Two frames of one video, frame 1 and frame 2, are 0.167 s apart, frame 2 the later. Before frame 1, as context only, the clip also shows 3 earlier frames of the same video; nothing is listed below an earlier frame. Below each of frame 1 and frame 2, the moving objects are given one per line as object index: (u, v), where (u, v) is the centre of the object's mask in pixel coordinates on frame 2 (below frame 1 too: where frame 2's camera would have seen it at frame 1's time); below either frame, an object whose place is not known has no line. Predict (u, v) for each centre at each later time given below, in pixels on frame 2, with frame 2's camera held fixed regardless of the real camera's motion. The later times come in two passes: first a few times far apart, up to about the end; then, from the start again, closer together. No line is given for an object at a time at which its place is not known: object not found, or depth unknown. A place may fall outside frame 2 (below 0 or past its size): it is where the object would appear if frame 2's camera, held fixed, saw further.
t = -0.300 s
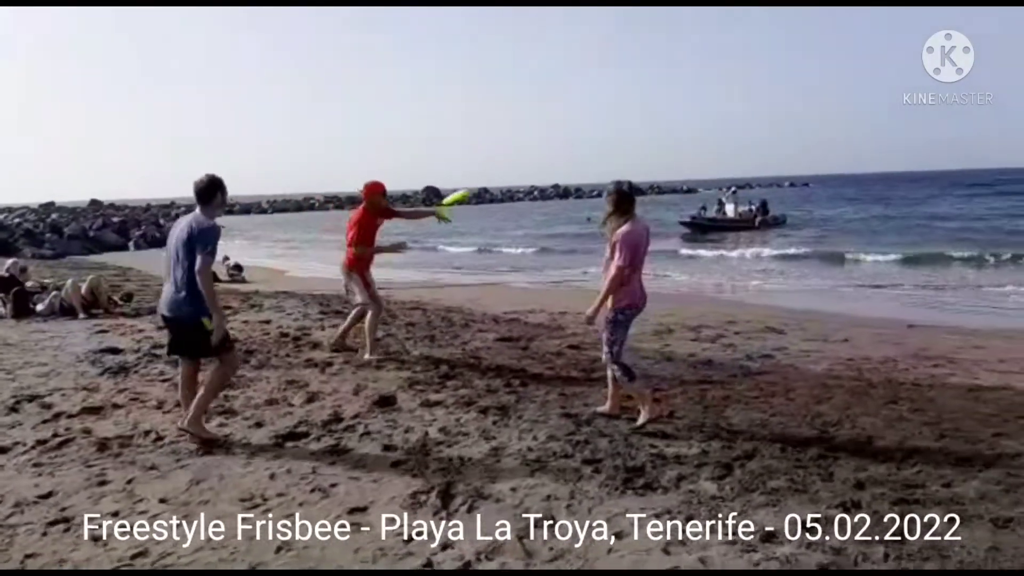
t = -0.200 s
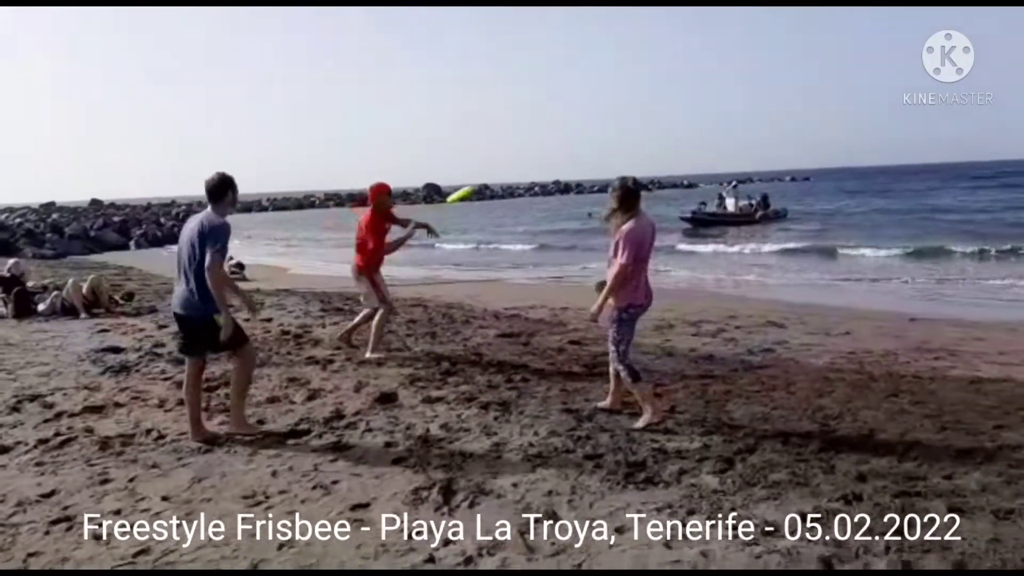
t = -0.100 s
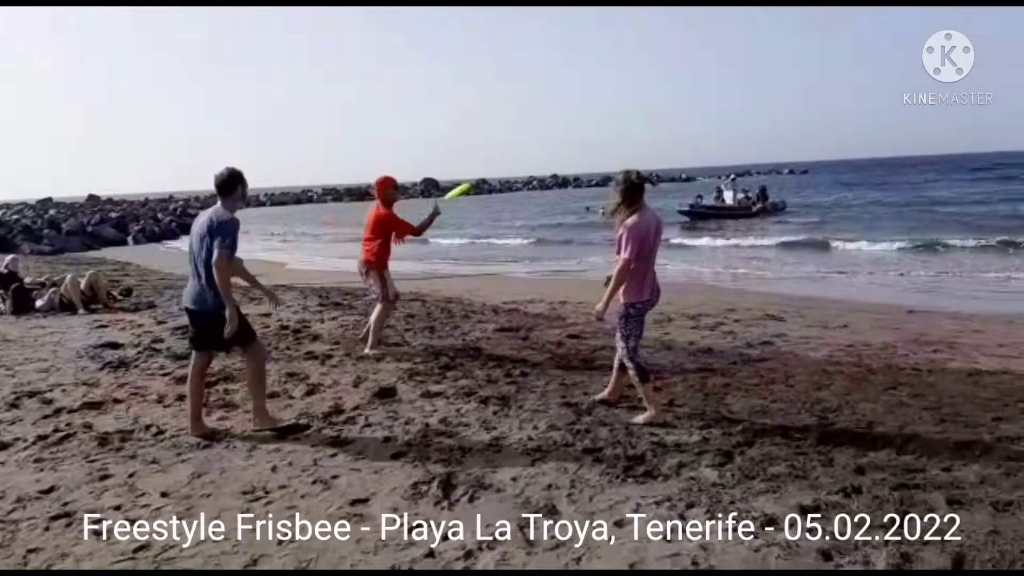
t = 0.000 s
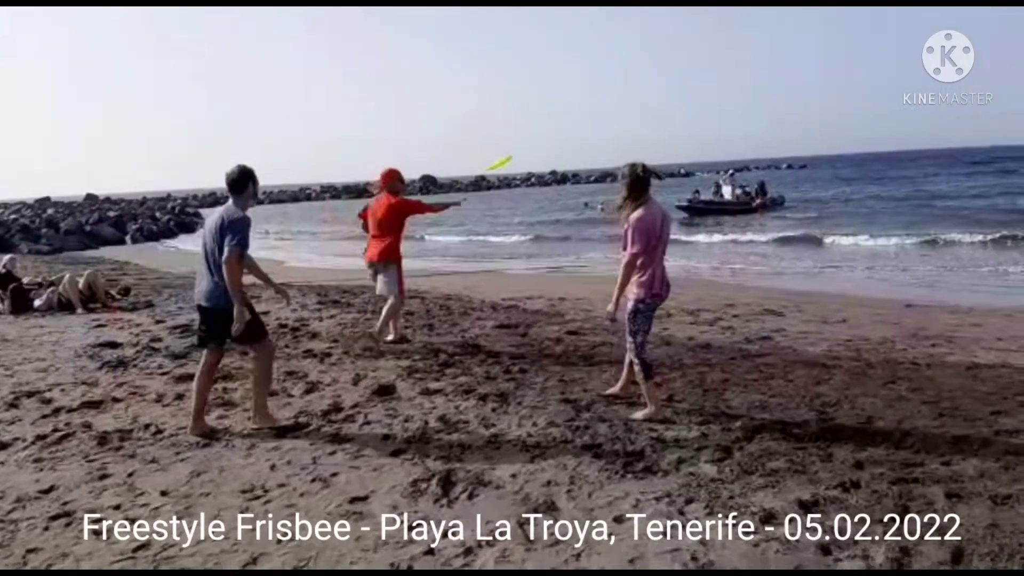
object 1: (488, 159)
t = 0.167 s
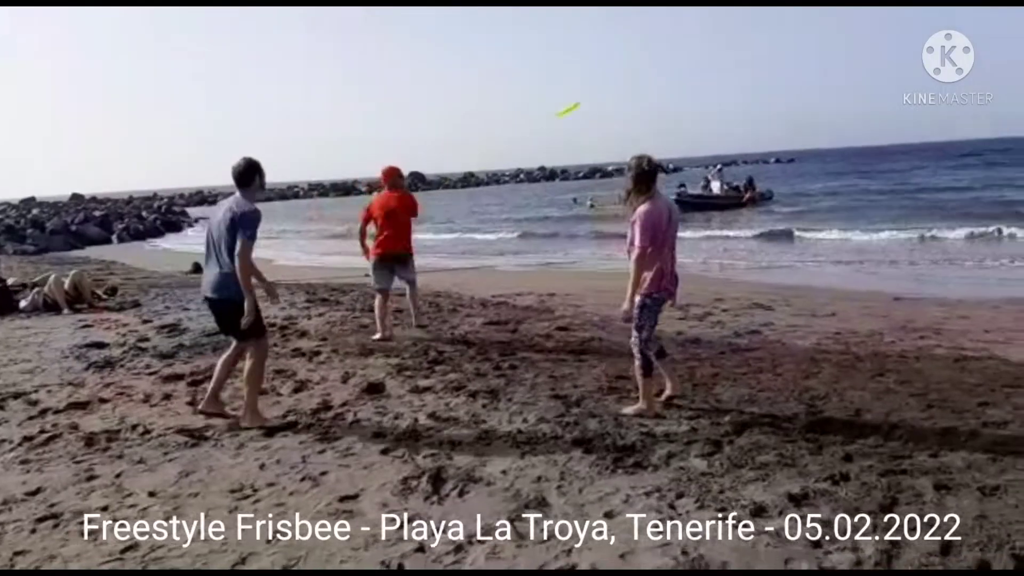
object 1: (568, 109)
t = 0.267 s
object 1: (608, 87)
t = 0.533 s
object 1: (693, 54)
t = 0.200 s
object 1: (582, 101)
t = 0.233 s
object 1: (595, 94)
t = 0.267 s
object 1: (608, 87)
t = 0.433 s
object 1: (666, 63)
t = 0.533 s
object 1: (693, 54)
